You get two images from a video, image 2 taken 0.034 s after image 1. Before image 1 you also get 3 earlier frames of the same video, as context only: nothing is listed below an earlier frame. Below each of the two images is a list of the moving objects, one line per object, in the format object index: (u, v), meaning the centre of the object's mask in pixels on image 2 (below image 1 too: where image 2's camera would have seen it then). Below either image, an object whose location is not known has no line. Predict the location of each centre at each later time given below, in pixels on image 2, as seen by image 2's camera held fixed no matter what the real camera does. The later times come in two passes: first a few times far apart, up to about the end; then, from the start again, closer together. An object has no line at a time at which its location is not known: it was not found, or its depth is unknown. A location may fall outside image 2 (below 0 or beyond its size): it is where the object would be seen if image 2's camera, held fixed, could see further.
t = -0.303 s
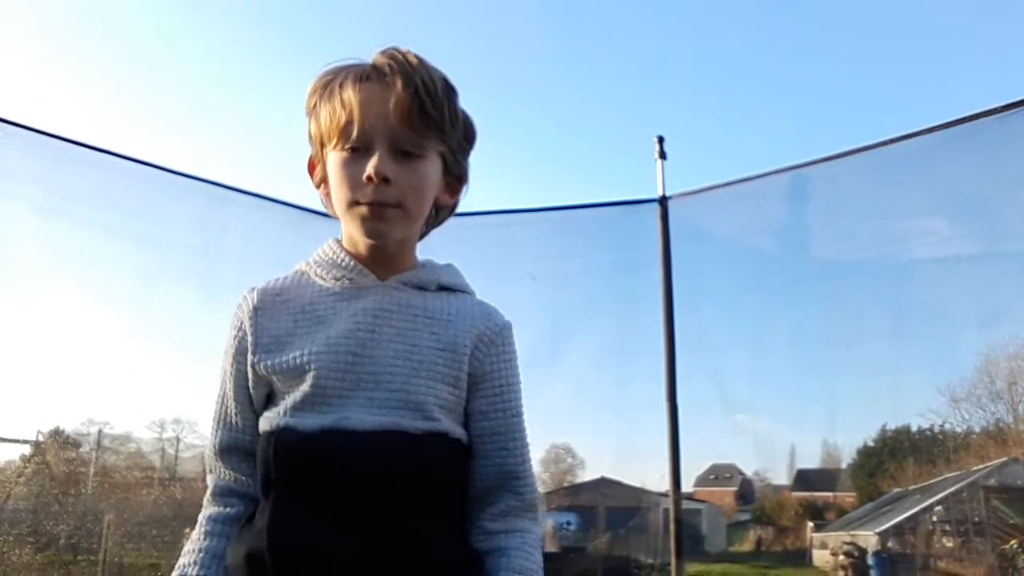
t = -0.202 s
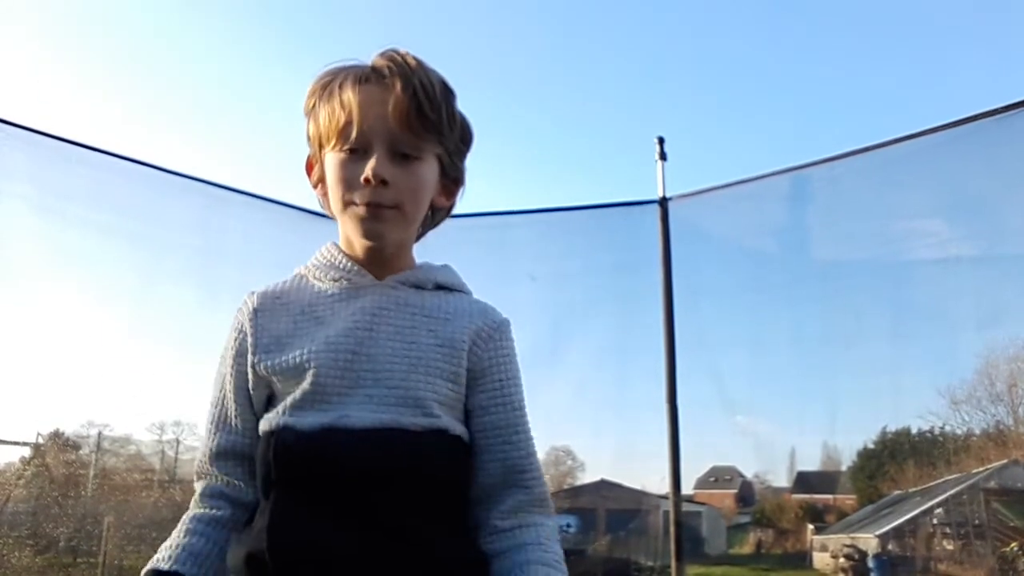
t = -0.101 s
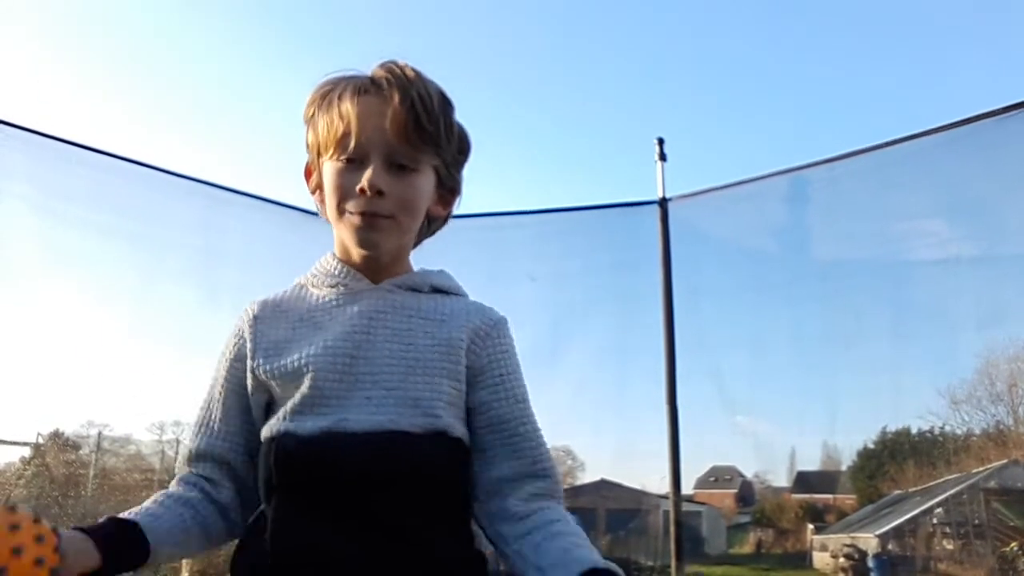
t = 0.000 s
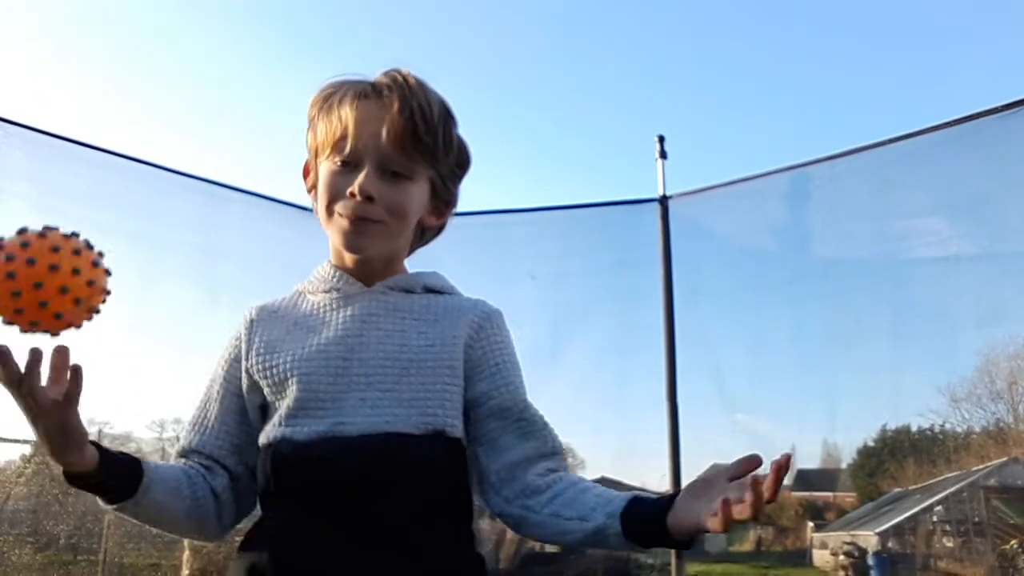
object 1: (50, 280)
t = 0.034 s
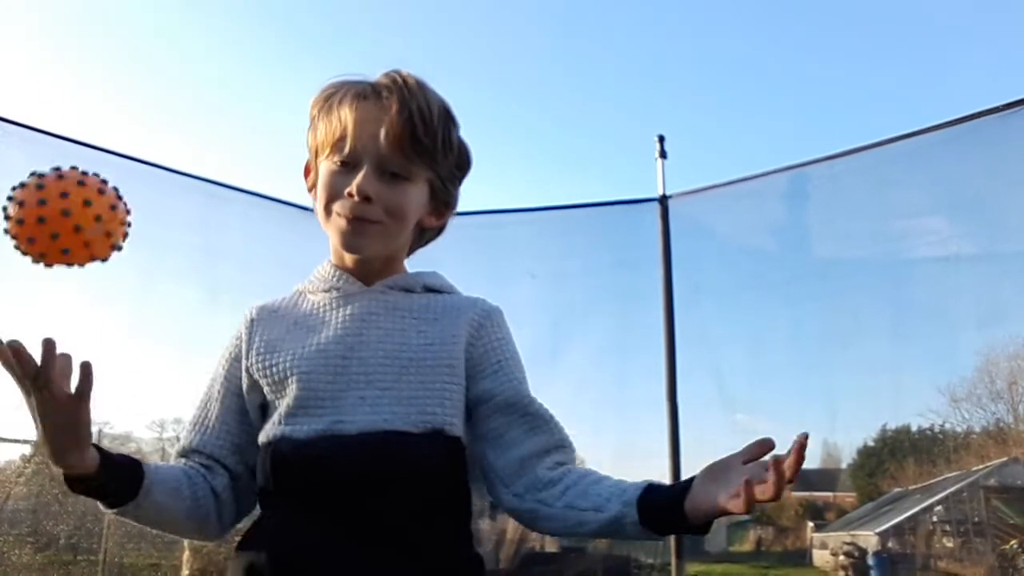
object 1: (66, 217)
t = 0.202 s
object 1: (143, 79)
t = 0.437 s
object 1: (181, 233)
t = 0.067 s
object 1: (87, 168)
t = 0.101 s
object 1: (105, 133)
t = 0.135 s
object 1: (119, 106)
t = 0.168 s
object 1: (132, 87)
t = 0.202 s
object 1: (143, 79)
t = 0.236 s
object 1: (152, 80)
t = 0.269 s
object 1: (160, 85)
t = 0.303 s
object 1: (167, 100)
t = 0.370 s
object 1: (177, 153)
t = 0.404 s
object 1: (179, 188)
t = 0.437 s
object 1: (181, 233)
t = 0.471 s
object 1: (182, 284)
